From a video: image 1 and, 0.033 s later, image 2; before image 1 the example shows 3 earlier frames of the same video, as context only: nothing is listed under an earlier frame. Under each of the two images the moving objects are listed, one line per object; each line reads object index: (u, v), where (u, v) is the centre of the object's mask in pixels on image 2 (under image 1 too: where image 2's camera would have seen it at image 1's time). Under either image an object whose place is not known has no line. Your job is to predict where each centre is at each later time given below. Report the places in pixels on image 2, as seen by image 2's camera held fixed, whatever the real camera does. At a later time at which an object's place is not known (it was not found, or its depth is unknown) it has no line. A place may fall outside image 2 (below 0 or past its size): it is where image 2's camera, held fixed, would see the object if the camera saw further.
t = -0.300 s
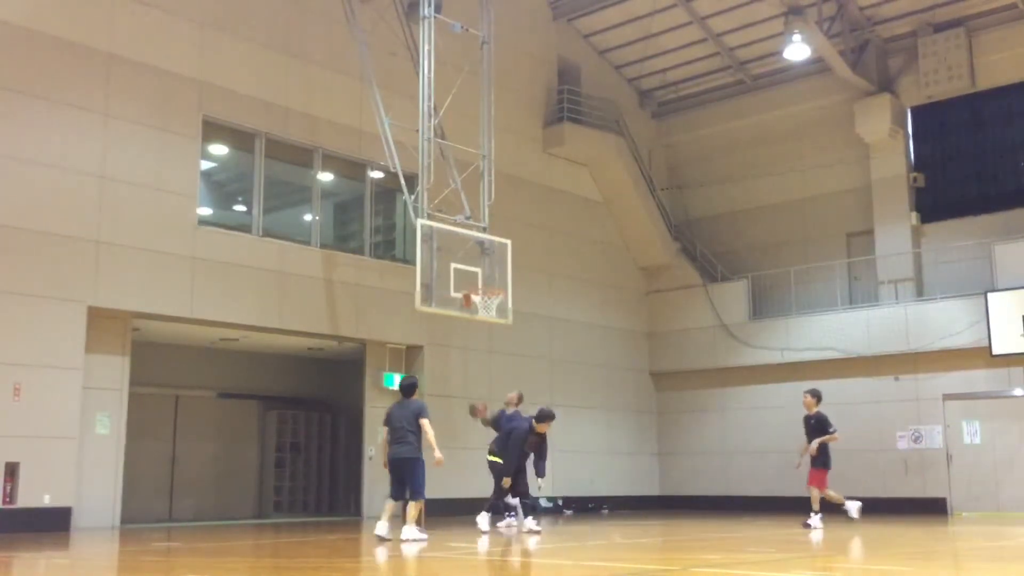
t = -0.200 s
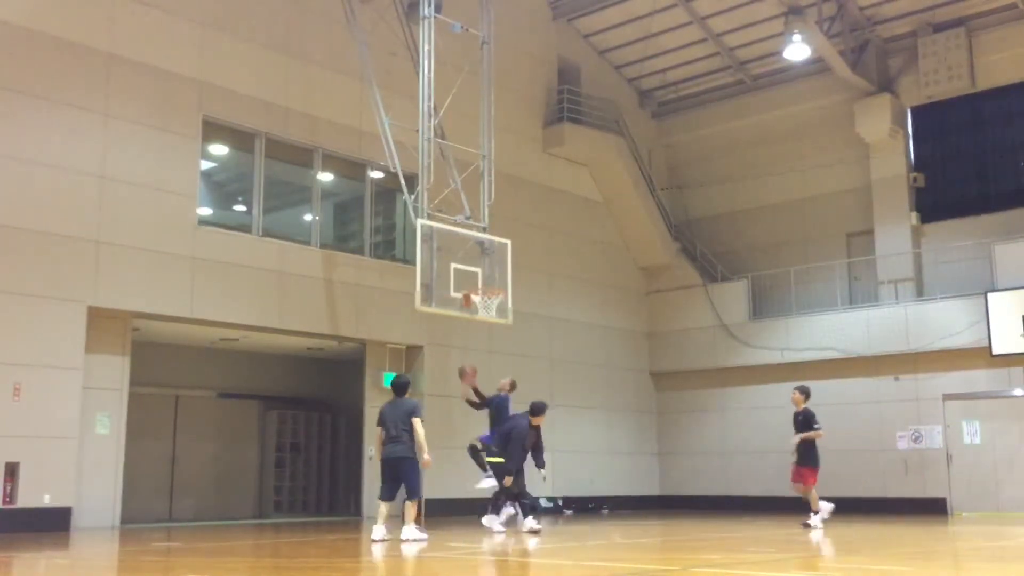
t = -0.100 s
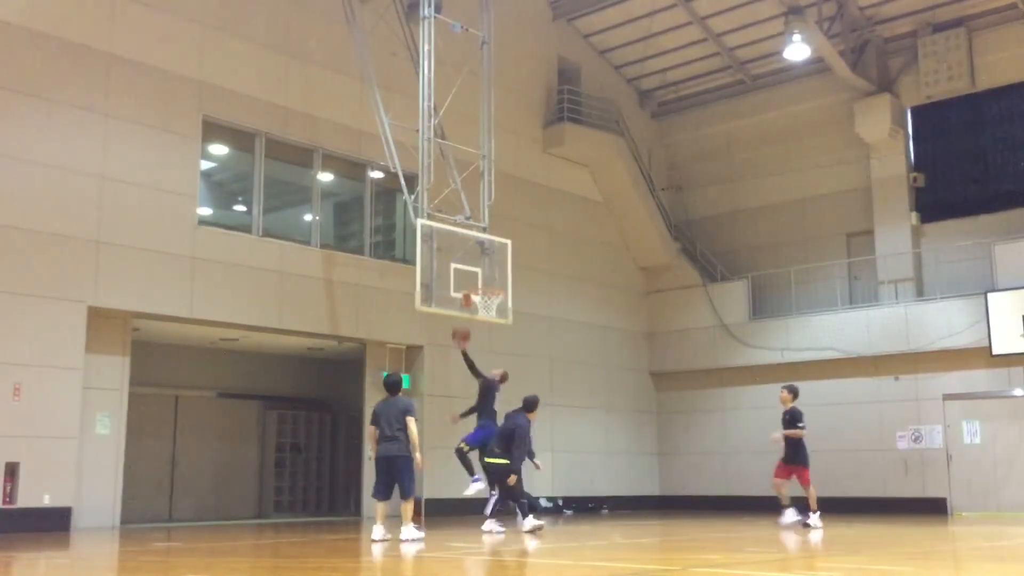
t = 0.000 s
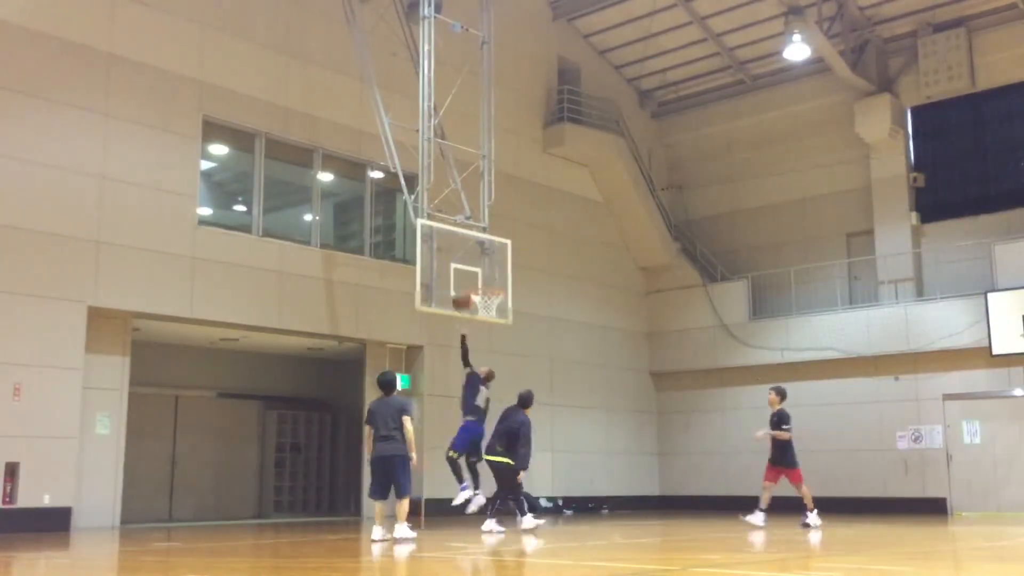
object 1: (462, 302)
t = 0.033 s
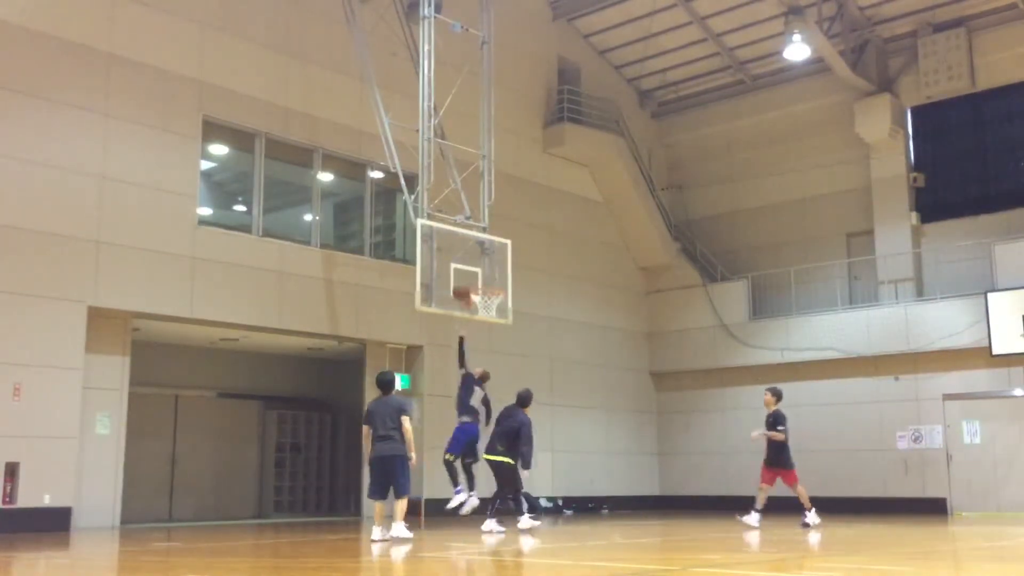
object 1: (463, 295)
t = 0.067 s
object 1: (461, 285)
